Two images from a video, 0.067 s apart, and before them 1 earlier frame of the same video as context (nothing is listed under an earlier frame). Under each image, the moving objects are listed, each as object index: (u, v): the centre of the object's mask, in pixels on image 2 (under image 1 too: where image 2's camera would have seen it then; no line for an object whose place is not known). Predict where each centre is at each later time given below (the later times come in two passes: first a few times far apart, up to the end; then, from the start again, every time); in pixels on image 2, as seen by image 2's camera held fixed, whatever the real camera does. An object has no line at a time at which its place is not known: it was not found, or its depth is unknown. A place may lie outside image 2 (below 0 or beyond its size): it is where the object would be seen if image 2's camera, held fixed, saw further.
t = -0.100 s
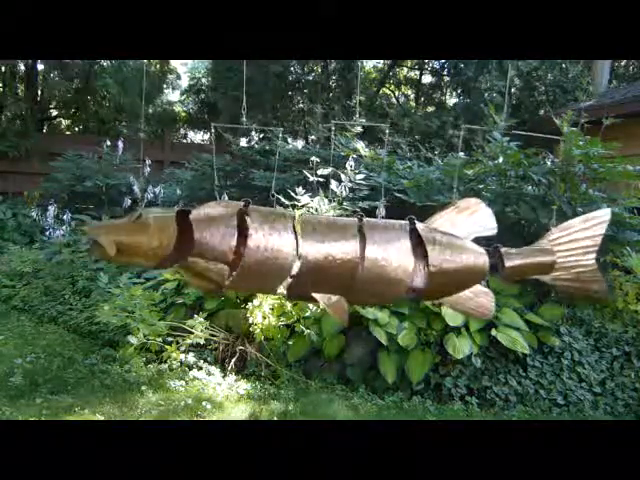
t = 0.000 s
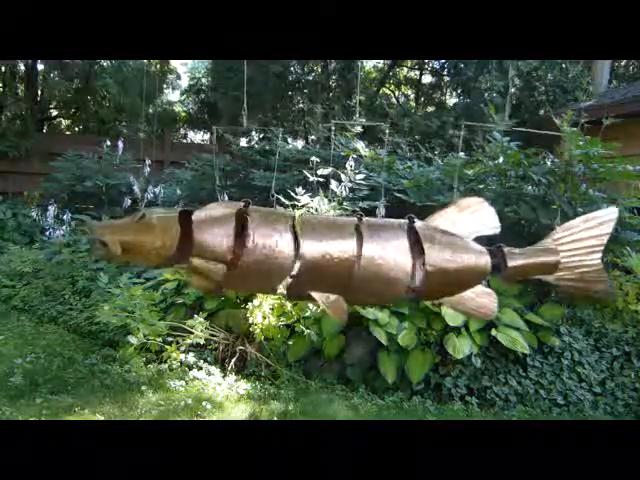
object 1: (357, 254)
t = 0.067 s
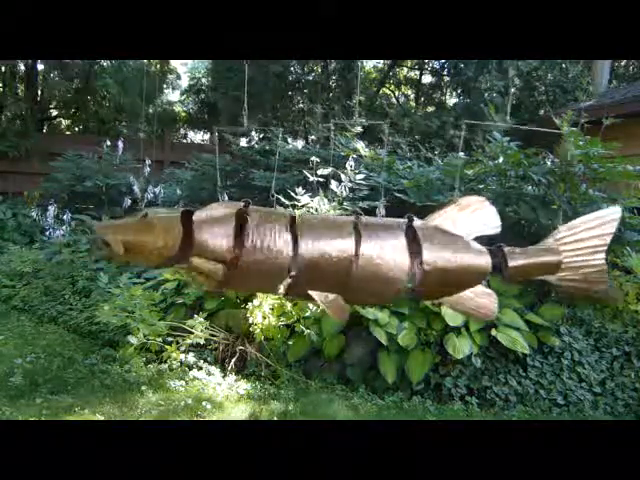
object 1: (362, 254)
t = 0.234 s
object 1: (370, 254)
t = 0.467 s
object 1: (377, 256)
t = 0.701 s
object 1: (384, 258)
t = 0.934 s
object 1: (384, 259)
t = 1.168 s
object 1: (379, 260)
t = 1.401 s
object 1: (374, 259)
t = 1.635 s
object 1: (363, 258)
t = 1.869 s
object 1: (358, 258)
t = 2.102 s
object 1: (345, 255)
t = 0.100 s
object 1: (365, 254)
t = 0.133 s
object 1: (366, 253)
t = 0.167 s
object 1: (368, 253)
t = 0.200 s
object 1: (369, 254)
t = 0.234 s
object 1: (370, 254)
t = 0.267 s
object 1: (370, 254)
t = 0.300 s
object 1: (371, 254)
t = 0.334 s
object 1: (372, 254)
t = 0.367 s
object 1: (373, 255)
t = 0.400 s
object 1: (375, 255)
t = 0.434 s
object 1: (376, 255)
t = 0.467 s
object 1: (377, 256)
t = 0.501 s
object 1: (378, 256)
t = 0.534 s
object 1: (380, 256)
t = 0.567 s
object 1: (382, 257)
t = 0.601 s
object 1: (383, 257)
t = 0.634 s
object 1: (383, 257)
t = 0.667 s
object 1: (384, 257)
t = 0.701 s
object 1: (384, 258)
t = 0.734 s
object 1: (384, 258)
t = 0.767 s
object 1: (383, 258)
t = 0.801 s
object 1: (381, 258)
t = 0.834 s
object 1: (382, 258)
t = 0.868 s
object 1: (381, 258)
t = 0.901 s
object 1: (383, 259)
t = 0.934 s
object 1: (384, 259)
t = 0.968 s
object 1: (382, 259)
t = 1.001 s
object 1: (381, 259)
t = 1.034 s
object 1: (378, 259)
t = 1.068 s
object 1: (380, 260)
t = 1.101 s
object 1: (379, 260)
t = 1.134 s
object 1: (380, 260)
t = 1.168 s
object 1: (379, 260)
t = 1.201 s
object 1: (378, 260)
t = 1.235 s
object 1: (377, 260)
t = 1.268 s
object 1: (376, 260)
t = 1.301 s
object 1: (375, 259)
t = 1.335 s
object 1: (376, 260)
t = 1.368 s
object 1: (374, 259)
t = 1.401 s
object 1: (374, 259)
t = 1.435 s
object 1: (371, 259)
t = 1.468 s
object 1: (372, 259)
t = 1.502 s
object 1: (369, 259)
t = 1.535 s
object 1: (366, 259)
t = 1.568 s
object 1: (365, 259)
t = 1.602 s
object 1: (365, 258)
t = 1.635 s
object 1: (363, 258)
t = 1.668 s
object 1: (363, 259)
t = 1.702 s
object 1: (362, 260)
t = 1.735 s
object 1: (361, 258)
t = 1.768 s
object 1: (358, 258)
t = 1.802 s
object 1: (356, 258)
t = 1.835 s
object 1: (357, 258)
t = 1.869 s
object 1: (358, 258)
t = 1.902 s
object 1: (357, 256)
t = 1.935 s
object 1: (350, 256)
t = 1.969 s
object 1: (351, 256)
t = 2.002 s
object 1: (349, 257)
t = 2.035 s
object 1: (349, 257)
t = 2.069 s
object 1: (347, 256)
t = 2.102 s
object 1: (345, 255)
